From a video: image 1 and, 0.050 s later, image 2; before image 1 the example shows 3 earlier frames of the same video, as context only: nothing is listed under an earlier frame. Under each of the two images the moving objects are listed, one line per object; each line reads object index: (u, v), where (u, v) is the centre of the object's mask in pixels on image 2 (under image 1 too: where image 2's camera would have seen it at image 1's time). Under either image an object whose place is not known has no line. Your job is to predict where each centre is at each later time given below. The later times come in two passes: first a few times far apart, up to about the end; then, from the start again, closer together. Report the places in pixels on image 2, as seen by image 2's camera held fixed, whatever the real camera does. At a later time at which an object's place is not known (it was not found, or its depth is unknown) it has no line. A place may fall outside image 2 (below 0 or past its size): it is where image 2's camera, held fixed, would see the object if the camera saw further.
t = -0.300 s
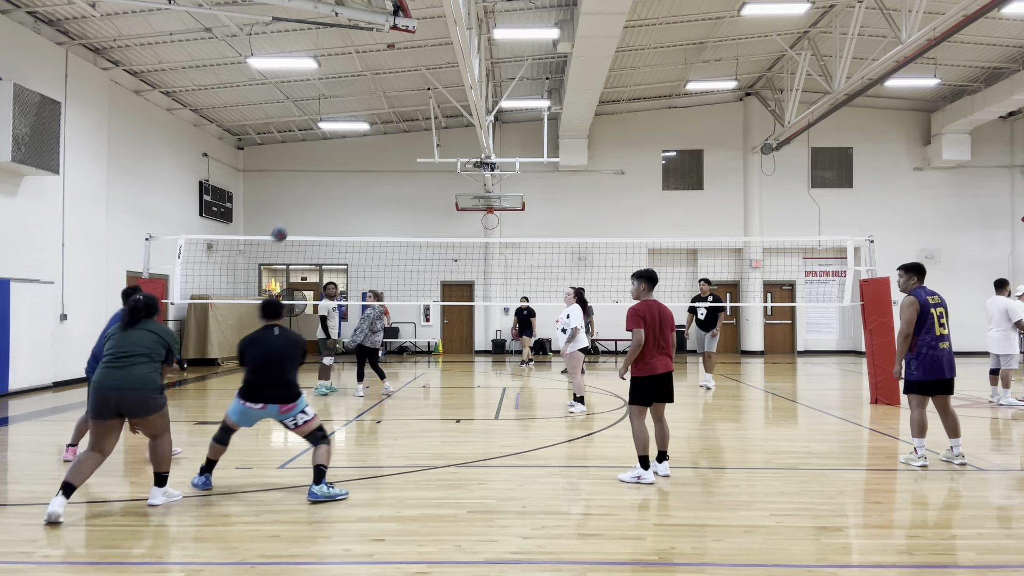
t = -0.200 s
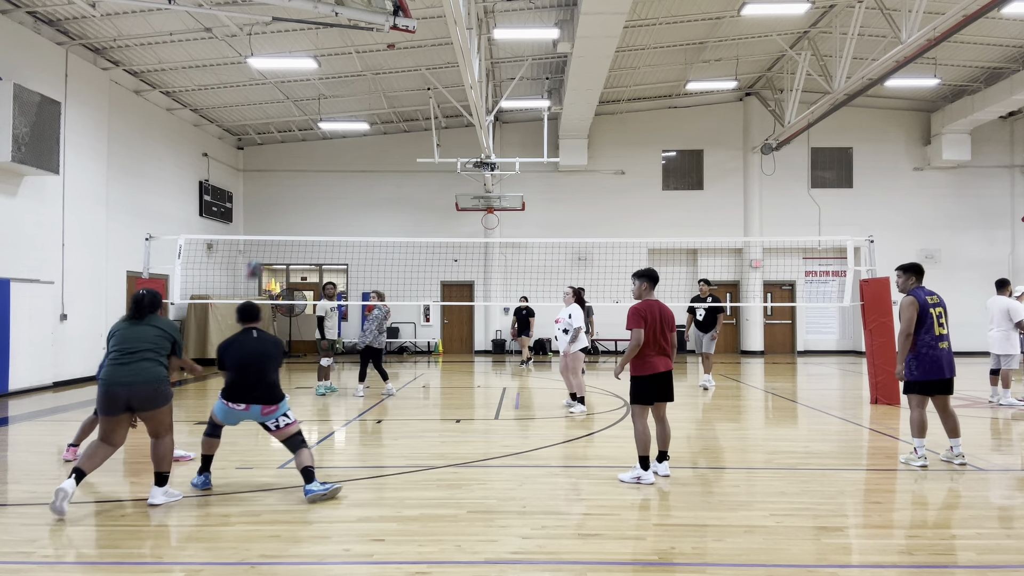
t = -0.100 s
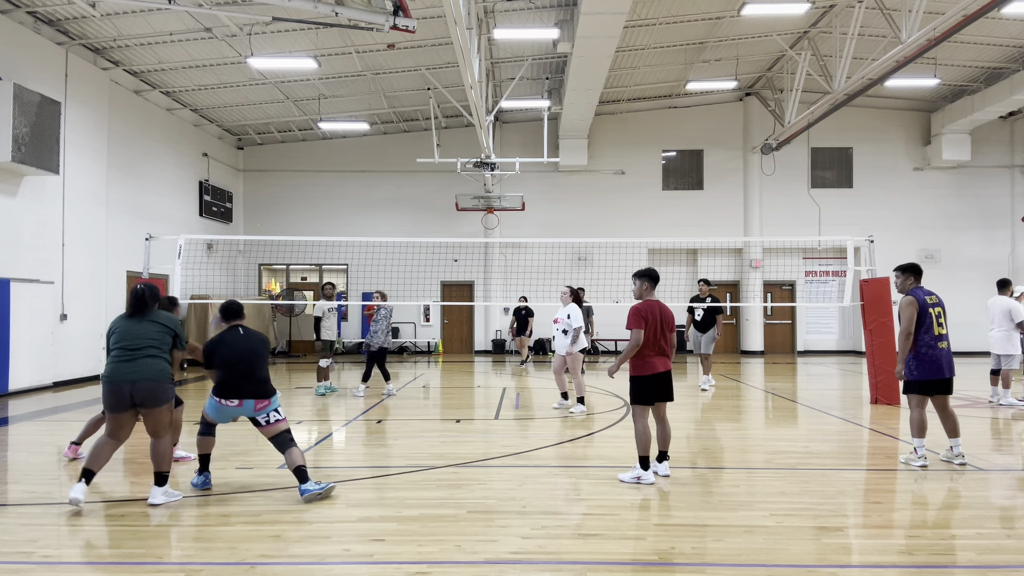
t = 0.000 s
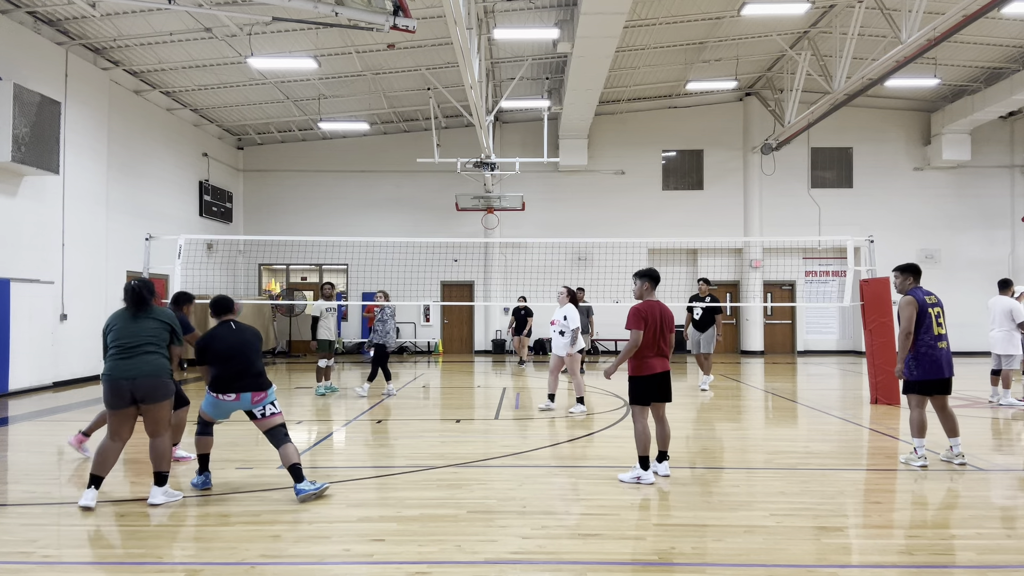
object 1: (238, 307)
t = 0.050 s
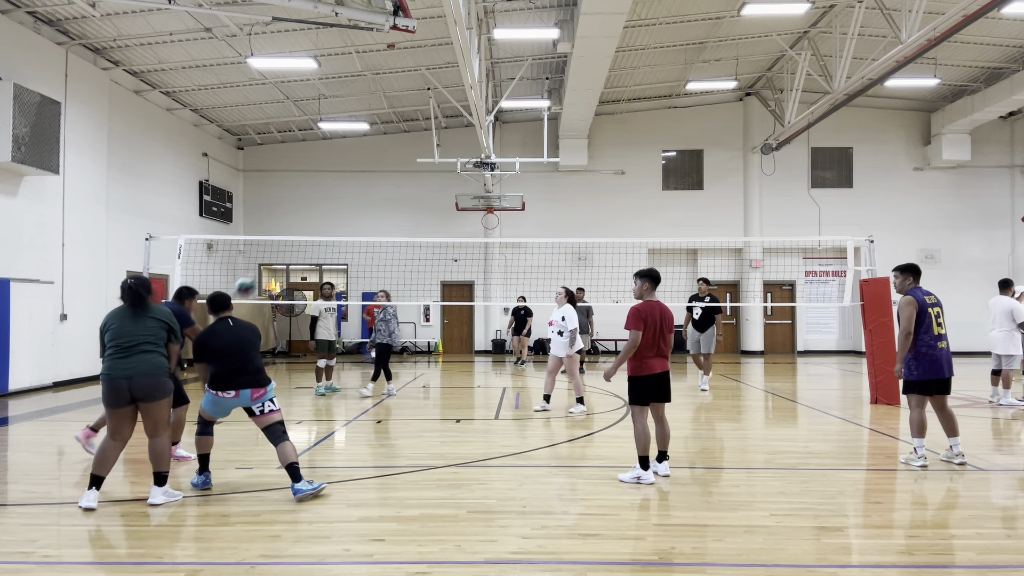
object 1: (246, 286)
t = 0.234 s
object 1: (295, 226)
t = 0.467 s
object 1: (355, 200)
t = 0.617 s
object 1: (391, 208)
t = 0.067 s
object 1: (250, 278)
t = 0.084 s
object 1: (254, 271)
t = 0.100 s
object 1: (258, 266)
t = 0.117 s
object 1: (263, 260)
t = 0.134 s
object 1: (268, 254)
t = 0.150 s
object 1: (273, 249)
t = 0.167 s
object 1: (278, 244)
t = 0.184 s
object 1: (282, 239)
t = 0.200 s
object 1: (287, 233)
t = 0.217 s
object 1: (291, 229)
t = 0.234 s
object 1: (295, 226)
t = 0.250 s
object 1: (300, 222)
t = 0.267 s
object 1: (304, 219)
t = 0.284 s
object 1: (308, 216)
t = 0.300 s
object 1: (313, 213)
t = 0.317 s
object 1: (317, 210)
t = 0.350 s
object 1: (326, 206)
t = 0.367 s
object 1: (330, 205)
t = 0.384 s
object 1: (334, 204)
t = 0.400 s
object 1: (338, 202)
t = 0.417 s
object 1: (343, 201)
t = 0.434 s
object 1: (347, 201)
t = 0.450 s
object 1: (351, 200)
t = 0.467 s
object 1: (355, 200)
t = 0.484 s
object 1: (359, 200)
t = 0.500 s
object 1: (363, 200)
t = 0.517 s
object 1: (368, 200)
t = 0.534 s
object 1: (372, 201)
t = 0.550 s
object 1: (375, 202)
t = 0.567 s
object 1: (379, 203)
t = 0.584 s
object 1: (384, 205)
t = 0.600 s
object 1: (388, 207)
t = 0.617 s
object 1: (391, 208)
